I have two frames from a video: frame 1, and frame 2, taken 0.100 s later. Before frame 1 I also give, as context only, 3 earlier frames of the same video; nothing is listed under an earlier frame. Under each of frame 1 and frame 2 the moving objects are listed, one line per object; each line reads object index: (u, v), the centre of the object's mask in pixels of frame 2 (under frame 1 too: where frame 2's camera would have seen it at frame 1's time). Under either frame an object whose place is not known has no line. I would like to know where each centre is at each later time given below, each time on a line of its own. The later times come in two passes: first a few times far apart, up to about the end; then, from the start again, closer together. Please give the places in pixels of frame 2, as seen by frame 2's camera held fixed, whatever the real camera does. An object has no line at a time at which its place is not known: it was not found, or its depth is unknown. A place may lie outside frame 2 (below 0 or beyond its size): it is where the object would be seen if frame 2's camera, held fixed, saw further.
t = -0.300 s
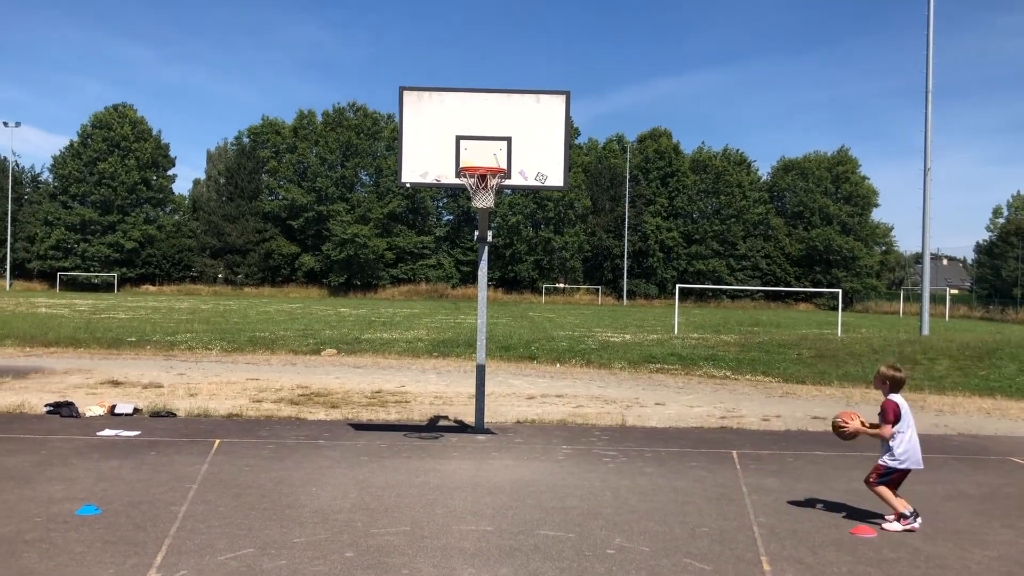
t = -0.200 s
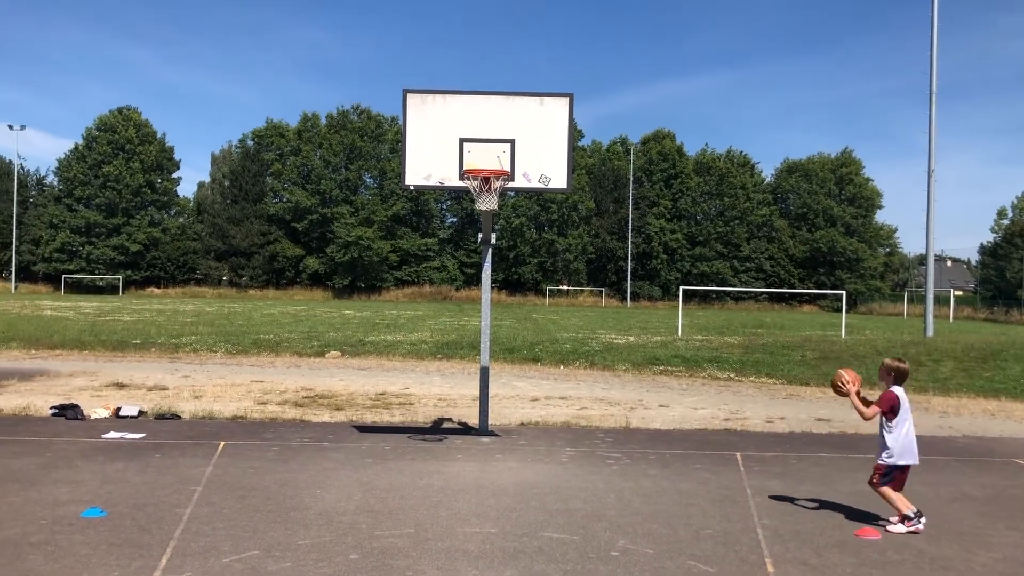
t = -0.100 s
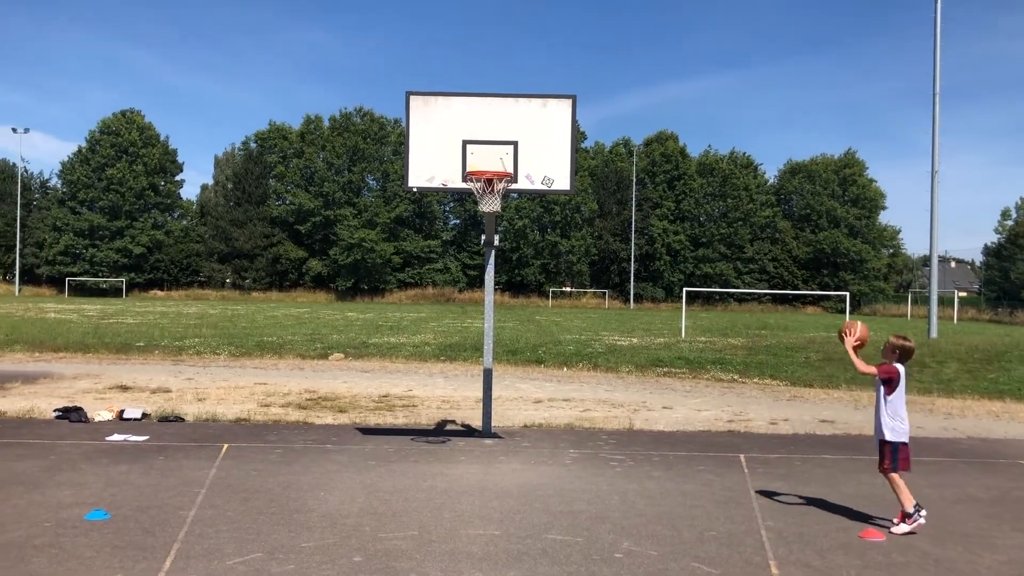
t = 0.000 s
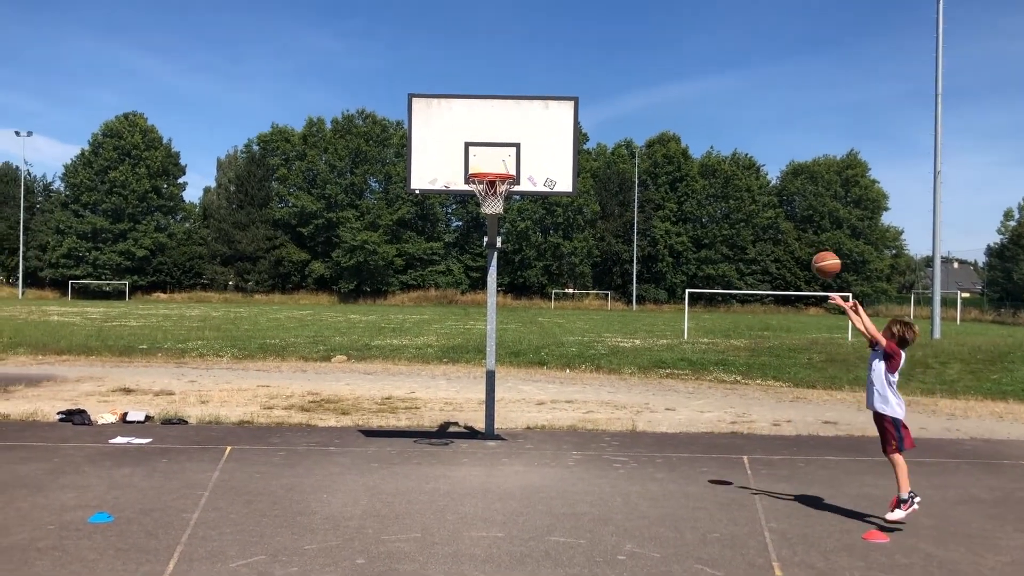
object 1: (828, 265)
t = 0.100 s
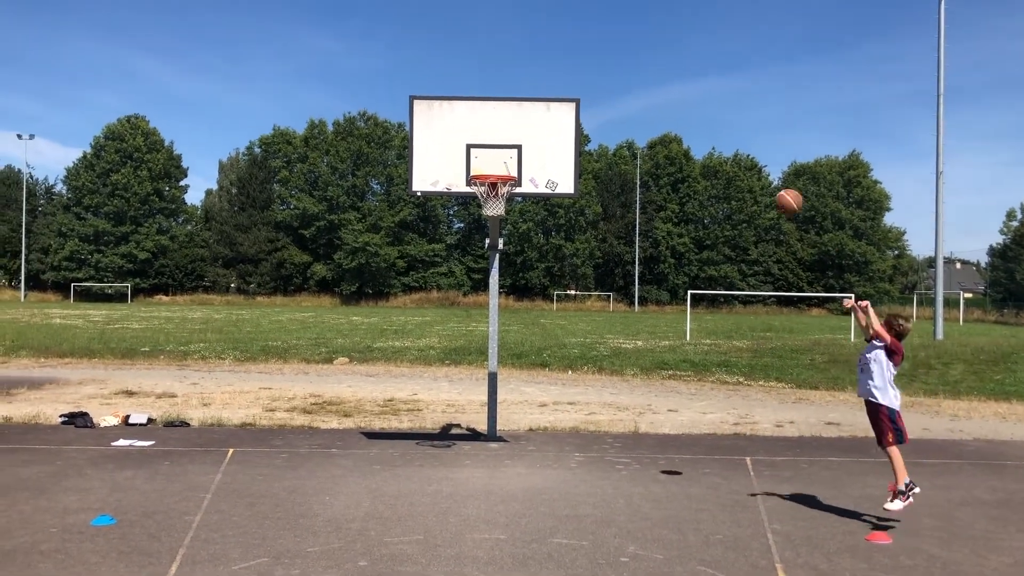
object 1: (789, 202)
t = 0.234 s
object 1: (737, 140)
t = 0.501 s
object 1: (644, 80)
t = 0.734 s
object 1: (571, 91)
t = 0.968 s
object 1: (504, 153)
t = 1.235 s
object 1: (472, 125)
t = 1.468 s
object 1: (447, 125)
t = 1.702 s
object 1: (417, 191)
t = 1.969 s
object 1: (376, 362)
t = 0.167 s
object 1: (763, 167)
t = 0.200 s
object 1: (750, 154)
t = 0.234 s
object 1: (737, 140)
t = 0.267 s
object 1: (725, 128)
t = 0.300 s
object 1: (713, 117)
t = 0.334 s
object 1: (701, 108)
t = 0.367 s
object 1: (689, 100)
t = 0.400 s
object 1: (678, 93)
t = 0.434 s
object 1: (666, 87)
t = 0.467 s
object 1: (656, 83)
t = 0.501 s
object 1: (644, 80)
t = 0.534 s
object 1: (634, 78)
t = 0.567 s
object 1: (623, 78)
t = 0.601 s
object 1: (612, 78)
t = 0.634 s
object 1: (602, 80)
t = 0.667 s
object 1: (592, 82)
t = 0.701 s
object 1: (582, 86)
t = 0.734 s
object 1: (571, 91)
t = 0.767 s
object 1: (561, 97)
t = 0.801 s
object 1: (551, 104)
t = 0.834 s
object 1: (542, 112)
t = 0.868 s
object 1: (532, 121)
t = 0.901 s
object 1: (522, 131)
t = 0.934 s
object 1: (513, 142)
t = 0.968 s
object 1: (504, 153)
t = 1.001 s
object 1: (495, 165)
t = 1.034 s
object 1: (490, 164)
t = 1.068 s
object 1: (488, 155)
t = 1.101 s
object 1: (484, 147)
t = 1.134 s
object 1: (482, 140)
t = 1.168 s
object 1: (479, 133)
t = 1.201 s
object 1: (475, 129)
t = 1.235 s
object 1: (472, 125)
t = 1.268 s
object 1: (469, 121)
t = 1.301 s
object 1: (465, 119)
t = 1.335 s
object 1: (462, 118)
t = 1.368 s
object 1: (458, 118)
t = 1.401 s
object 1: (455, 119)
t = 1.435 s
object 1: (451, 122)
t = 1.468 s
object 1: (447, 125)
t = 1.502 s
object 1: (443, 131)
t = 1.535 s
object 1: (439, 137)
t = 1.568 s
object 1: (435, 145)
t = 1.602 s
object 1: (431, 154)
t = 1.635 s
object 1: (426, 165)
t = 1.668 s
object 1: (422, 176)
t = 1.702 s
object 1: (417, 191)
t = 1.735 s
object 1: (413, 205)
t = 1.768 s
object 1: (409, 222)
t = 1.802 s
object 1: (405, 240)
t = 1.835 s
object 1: (400, 261)
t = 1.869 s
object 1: (394, 284)
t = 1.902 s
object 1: (388, 308)
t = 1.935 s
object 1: (382, 333)
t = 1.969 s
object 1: (376, 362)
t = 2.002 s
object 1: (370, 393)
